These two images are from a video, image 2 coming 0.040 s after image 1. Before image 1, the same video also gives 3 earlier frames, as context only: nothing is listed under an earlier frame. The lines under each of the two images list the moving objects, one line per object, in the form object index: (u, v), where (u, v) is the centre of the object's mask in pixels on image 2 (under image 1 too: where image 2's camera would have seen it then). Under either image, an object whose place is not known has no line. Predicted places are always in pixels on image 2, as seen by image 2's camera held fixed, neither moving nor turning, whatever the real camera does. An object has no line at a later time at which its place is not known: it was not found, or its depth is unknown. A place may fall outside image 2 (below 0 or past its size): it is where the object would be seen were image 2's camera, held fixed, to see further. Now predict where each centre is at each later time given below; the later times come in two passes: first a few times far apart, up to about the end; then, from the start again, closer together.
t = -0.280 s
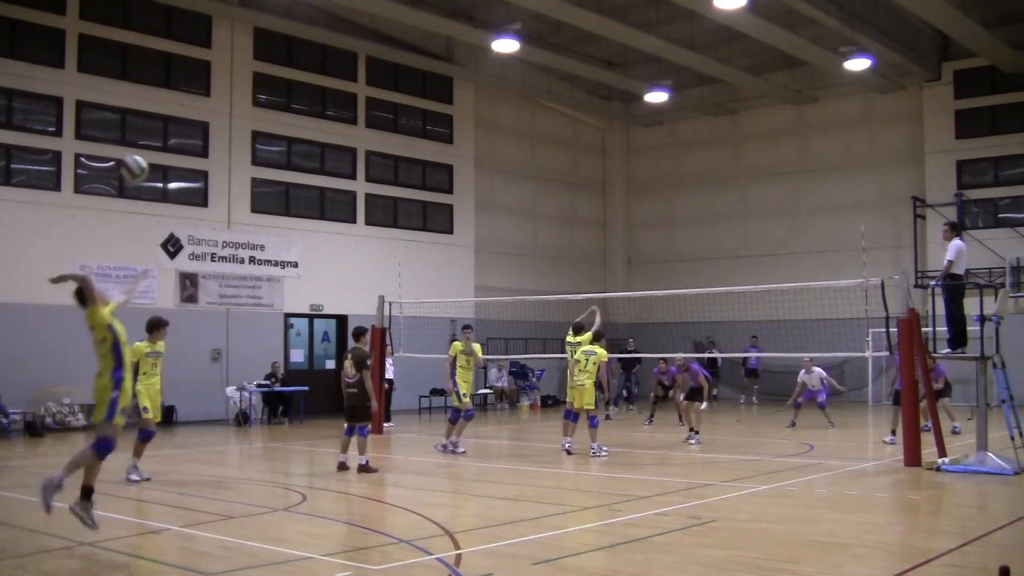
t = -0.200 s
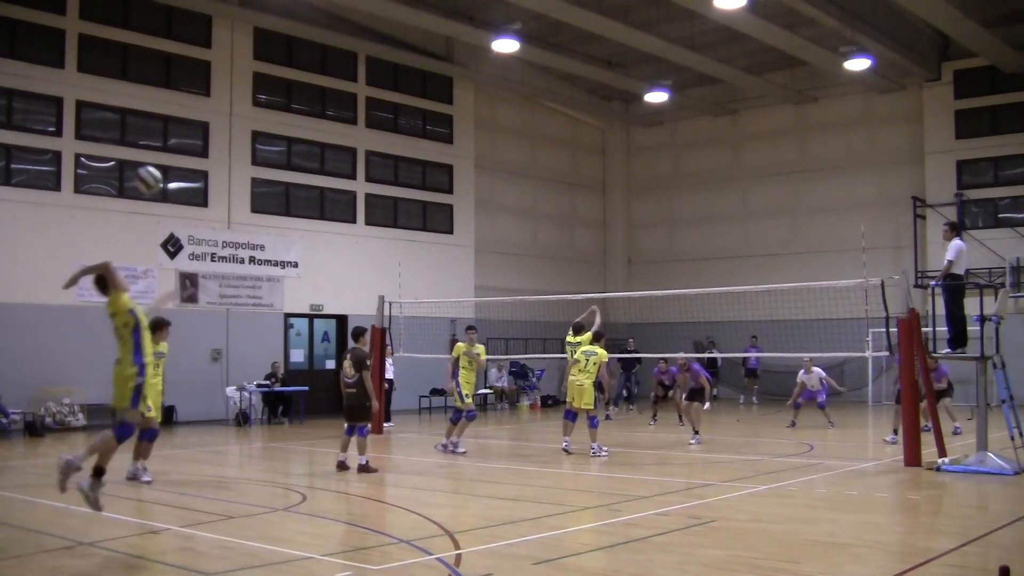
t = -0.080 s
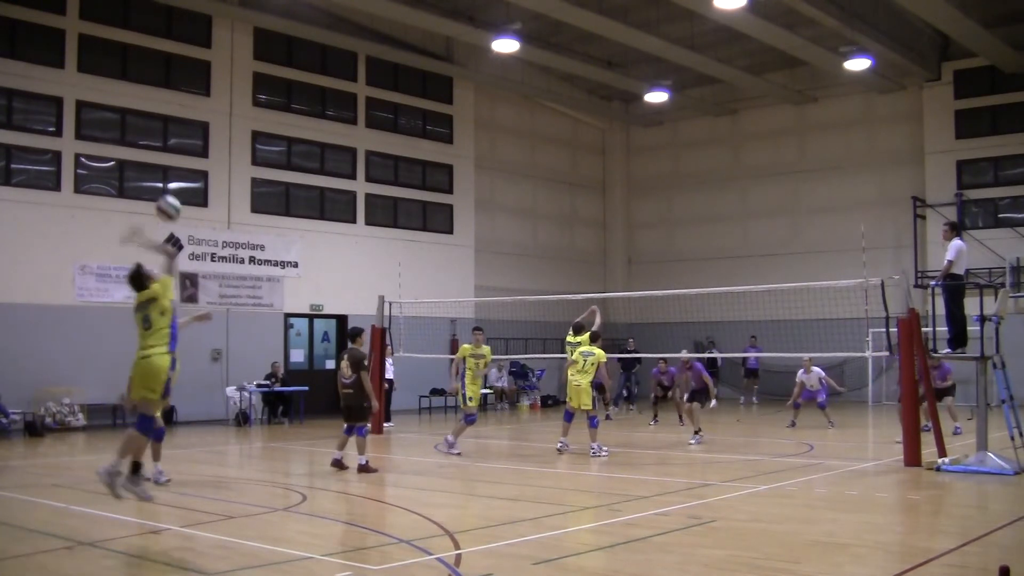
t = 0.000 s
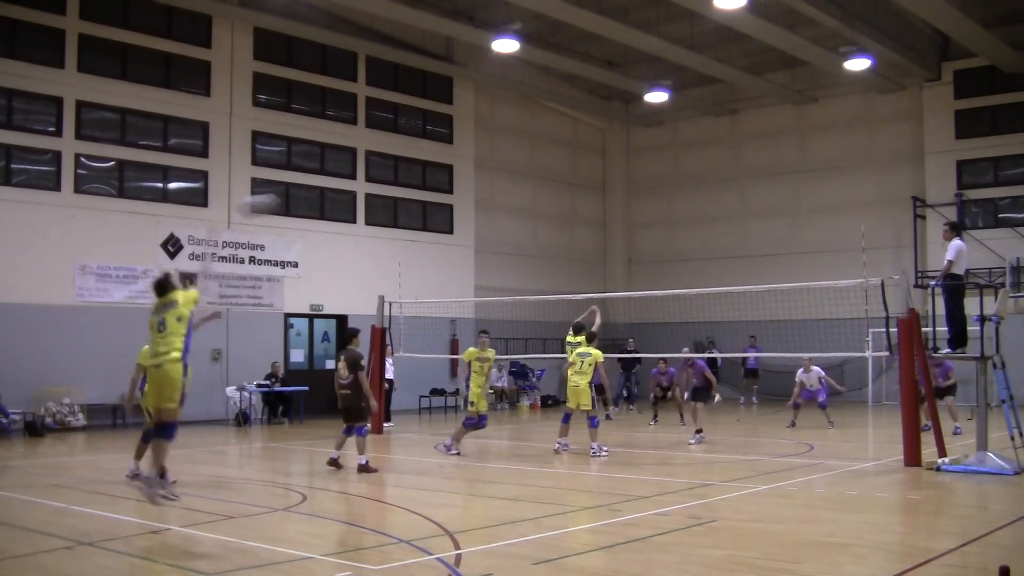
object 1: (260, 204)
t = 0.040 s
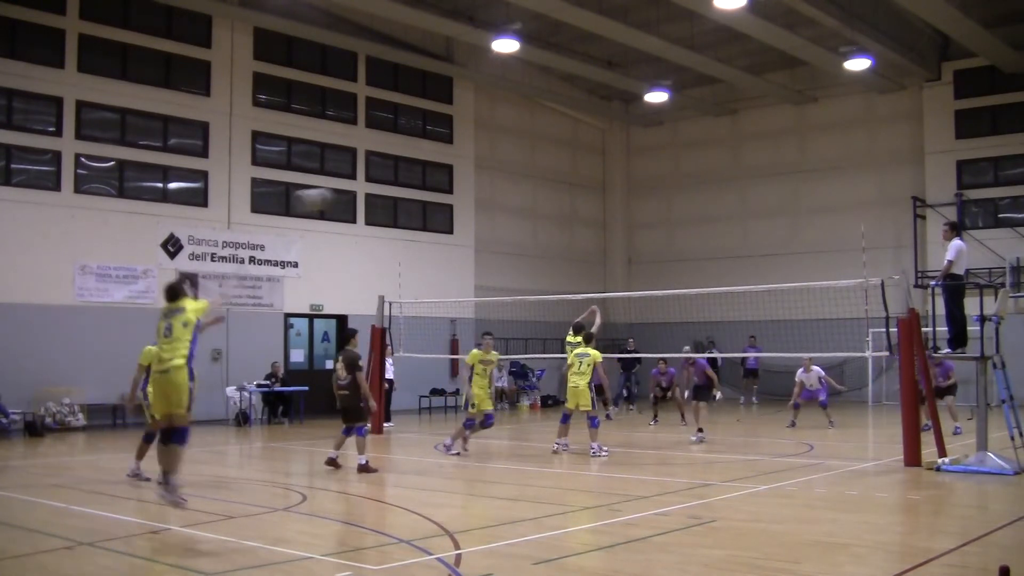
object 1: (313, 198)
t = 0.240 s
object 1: (529, 186)
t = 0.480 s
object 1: (702, 211)
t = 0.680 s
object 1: (797, 249)
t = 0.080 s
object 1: (366, 193)
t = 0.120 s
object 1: (411, 189)
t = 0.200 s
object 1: (493, 185)
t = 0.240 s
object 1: (529, 186)
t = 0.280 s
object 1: (564, 188)
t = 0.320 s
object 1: (596, 191)
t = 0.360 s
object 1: (626, 196)
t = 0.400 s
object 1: (653, 200)
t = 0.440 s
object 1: (679, 204)
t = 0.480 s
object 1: (702, 211)
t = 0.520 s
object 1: (723, 217)
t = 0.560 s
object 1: (743, 224)
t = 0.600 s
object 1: (762, 233)
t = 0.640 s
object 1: (780, 242)
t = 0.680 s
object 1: (797, 249)
